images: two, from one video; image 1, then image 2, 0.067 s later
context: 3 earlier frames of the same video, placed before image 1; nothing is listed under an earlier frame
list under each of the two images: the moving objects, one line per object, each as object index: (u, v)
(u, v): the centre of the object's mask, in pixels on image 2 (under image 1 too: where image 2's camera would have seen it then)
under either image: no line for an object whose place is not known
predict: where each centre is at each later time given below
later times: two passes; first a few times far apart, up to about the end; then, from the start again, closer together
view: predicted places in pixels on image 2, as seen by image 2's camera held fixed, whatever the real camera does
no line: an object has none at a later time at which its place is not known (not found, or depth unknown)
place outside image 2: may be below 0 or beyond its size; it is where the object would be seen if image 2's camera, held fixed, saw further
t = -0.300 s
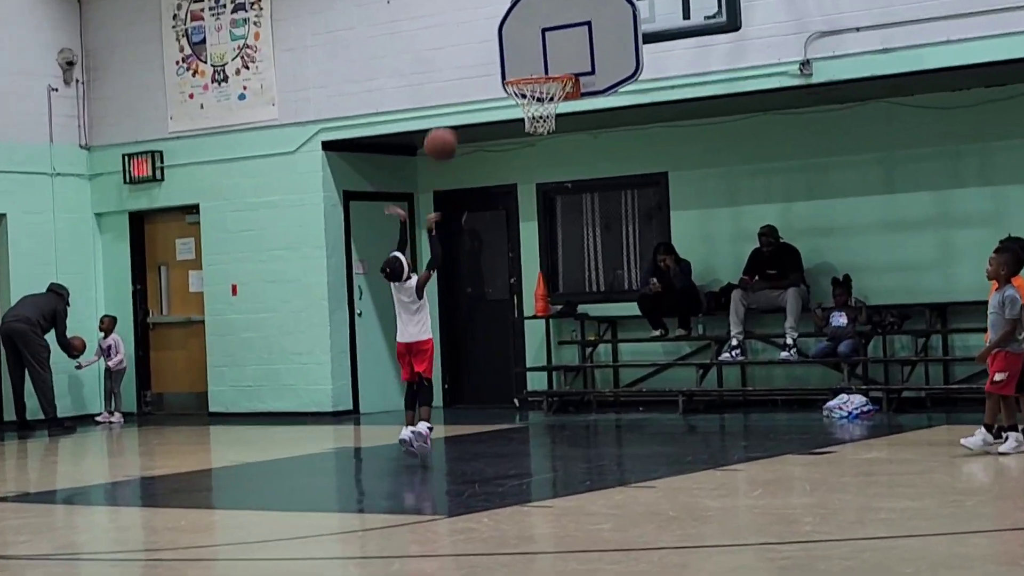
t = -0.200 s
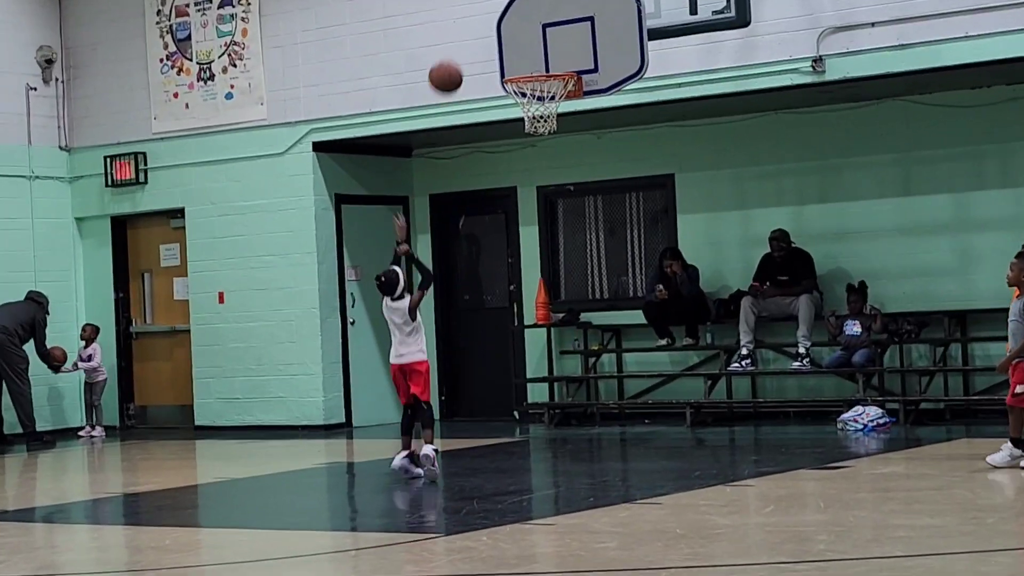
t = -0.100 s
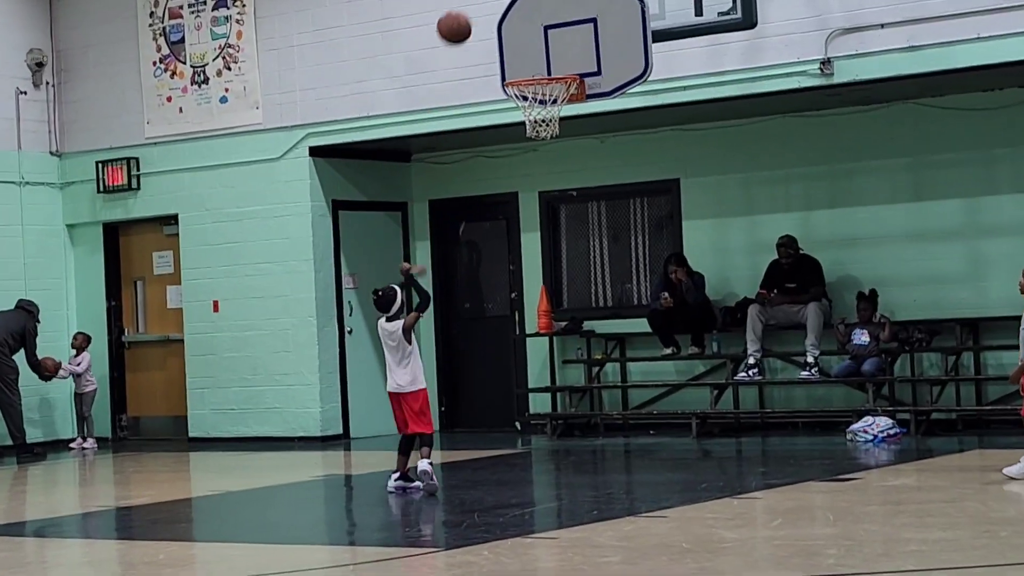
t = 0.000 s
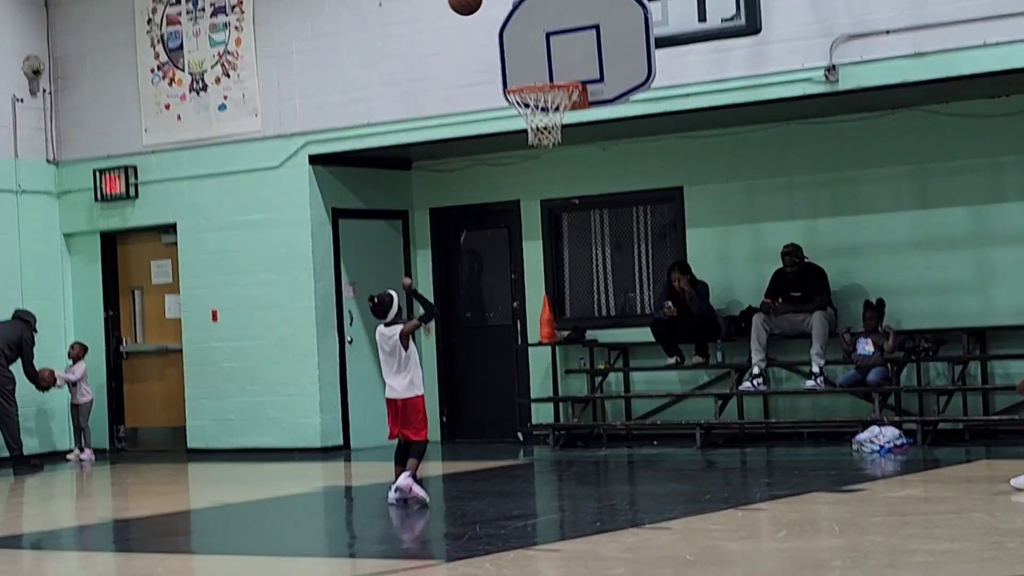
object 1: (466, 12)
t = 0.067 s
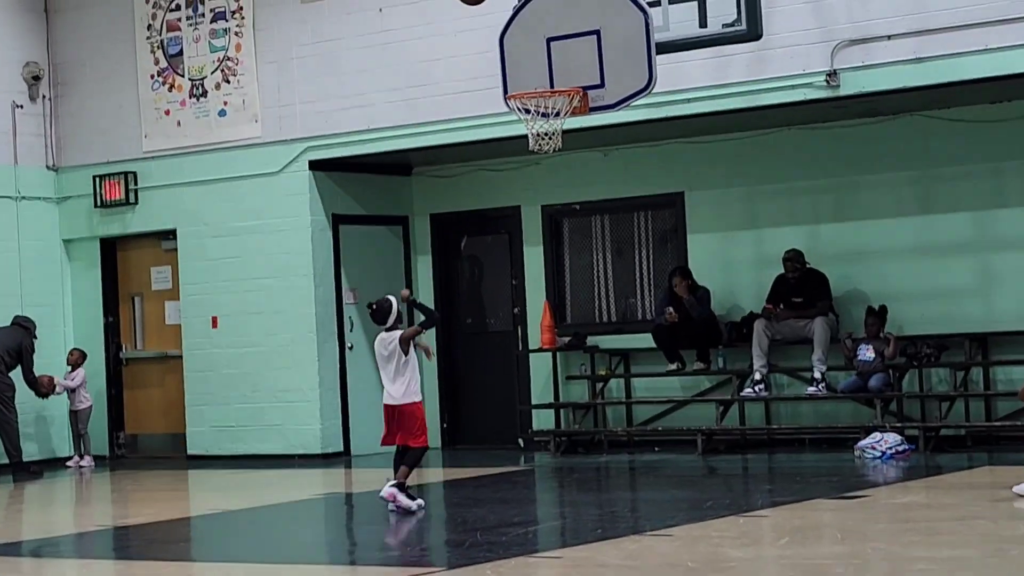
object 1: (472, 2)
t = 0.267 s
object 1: (494, -10)
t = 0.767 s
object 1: (549, 88)
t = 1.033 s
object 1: (551, 136)
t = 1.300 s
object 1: (532, 222)
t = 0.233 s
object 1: (490, -10)
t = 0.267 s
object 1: (494, -10)
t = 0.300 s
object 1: (498, -8)
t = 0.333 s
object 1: (503, -5)
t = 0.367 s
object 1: (507, 4)
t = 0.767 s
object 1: (549, 88)
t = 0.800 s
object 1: (552, 98)
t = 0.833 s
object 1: (553, 106)
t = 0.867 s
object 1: (556, 114)
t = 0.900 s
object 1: (552, 124)
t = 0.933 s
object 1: (554, 122)
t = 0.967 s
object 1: (556, 129)
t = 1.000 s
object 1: (549, 132)
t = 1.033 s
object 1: (551, 136)
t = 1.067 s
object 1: (549, 143)
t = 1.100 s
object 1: (545, 157)
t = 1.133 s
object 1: (543, 162)
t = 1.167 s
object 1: (541, 168)
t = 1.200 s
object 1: (538, 179)
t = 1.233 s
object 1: (536, 191)
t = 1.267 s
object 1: (534, 206)
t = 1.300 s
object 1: (532, 222)
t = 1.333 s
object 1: (530, 240)
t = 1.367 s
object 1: (529, 259)
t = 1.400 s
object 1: (526, 281)
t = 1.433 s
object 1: (525, 304)
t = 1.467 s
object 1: (524, 328)
